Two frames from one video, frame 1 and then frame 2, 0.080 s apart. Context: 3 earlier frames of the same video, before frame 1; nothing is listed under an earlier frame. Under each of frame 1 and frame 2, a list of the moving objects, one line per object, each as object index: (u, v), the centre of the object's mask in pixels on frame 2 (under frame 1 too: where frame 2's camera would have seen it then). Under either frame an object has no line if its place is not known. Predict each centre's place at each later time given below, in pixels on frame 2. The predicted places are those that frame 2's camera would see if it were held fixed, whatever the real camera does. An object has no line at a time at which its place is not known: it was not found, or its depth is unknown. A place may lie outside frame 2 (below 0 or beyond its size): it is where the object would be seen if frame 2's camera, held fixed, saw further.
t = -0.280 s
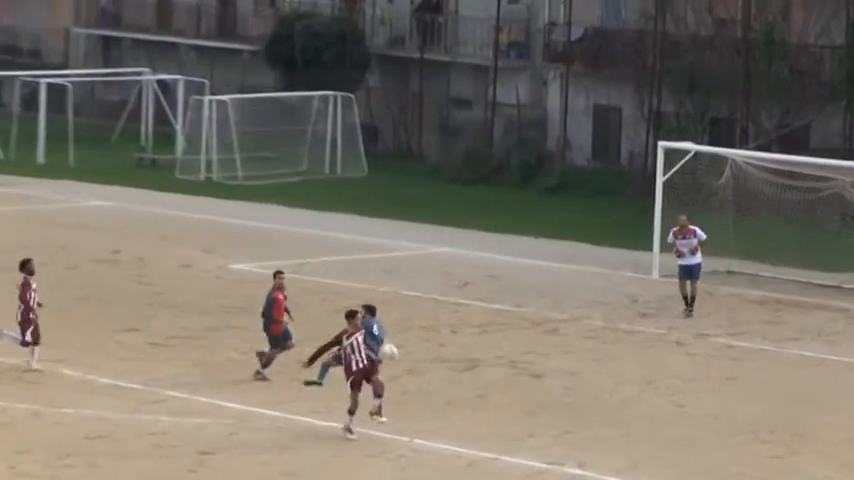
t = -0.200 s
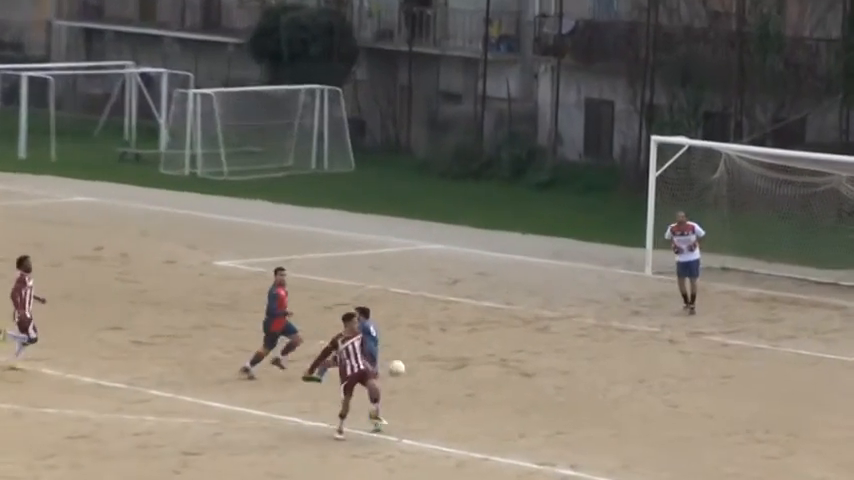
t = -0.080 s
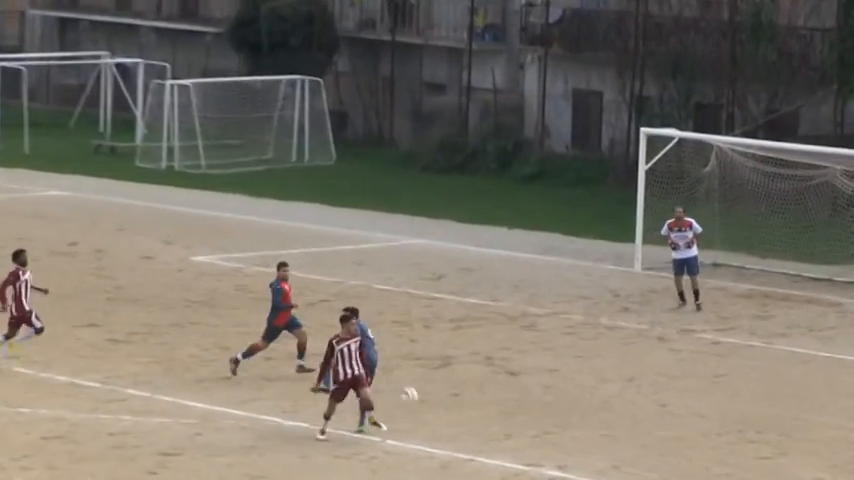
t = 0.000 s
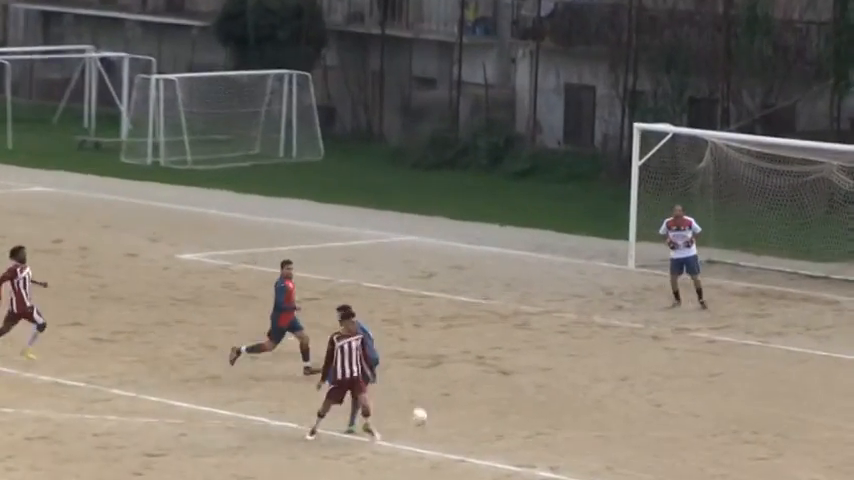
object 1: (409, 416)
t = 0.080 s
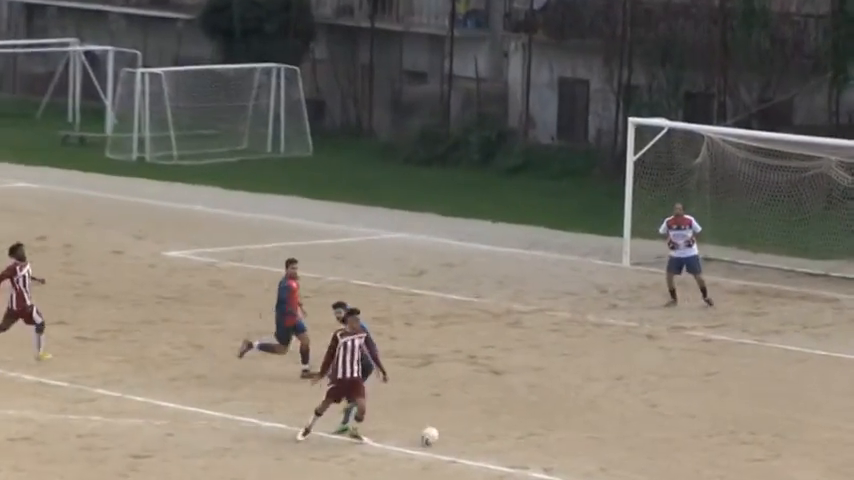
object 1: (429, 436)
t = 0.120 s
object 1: (440, 427)
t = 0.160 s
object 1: (451, 417)
